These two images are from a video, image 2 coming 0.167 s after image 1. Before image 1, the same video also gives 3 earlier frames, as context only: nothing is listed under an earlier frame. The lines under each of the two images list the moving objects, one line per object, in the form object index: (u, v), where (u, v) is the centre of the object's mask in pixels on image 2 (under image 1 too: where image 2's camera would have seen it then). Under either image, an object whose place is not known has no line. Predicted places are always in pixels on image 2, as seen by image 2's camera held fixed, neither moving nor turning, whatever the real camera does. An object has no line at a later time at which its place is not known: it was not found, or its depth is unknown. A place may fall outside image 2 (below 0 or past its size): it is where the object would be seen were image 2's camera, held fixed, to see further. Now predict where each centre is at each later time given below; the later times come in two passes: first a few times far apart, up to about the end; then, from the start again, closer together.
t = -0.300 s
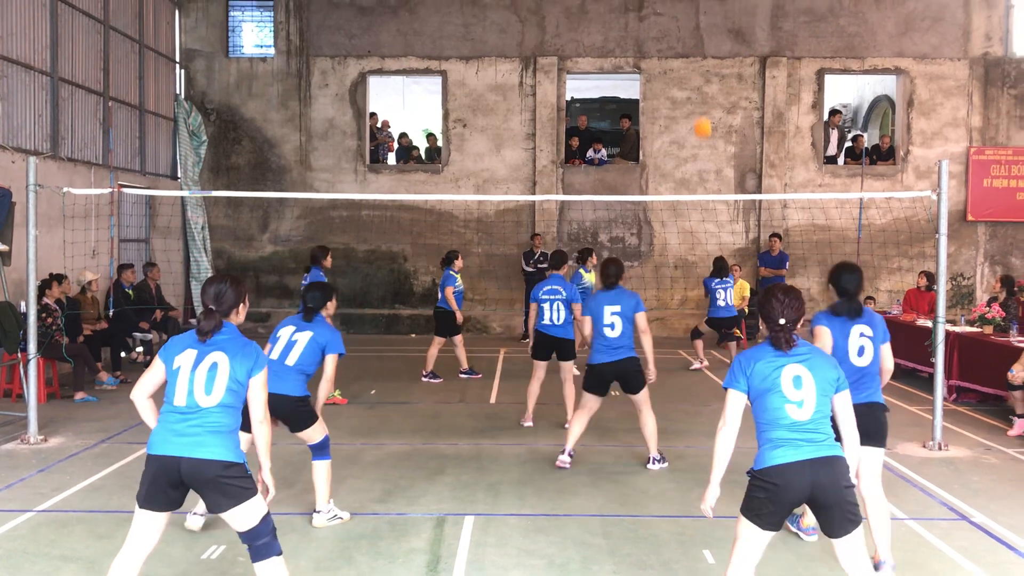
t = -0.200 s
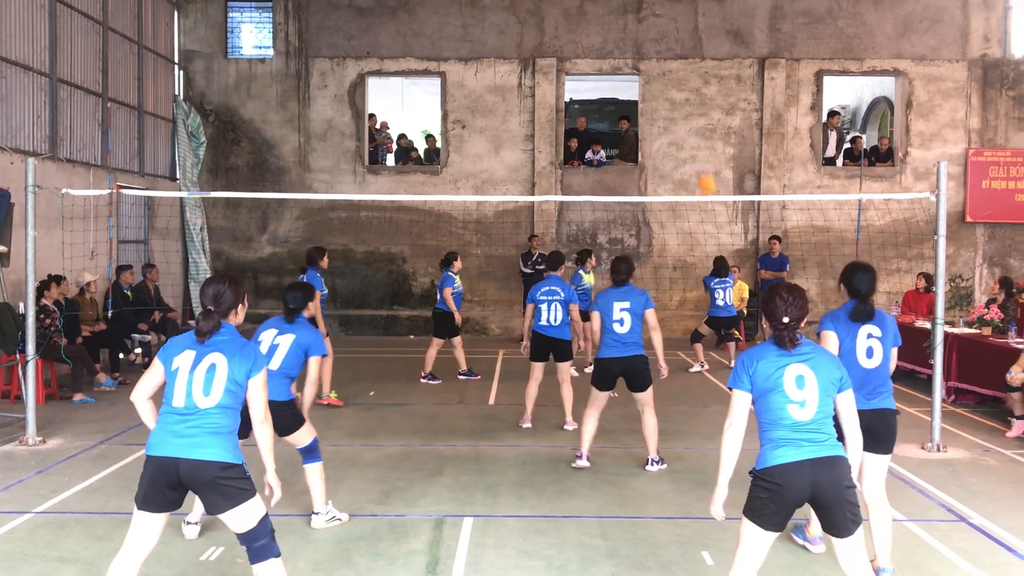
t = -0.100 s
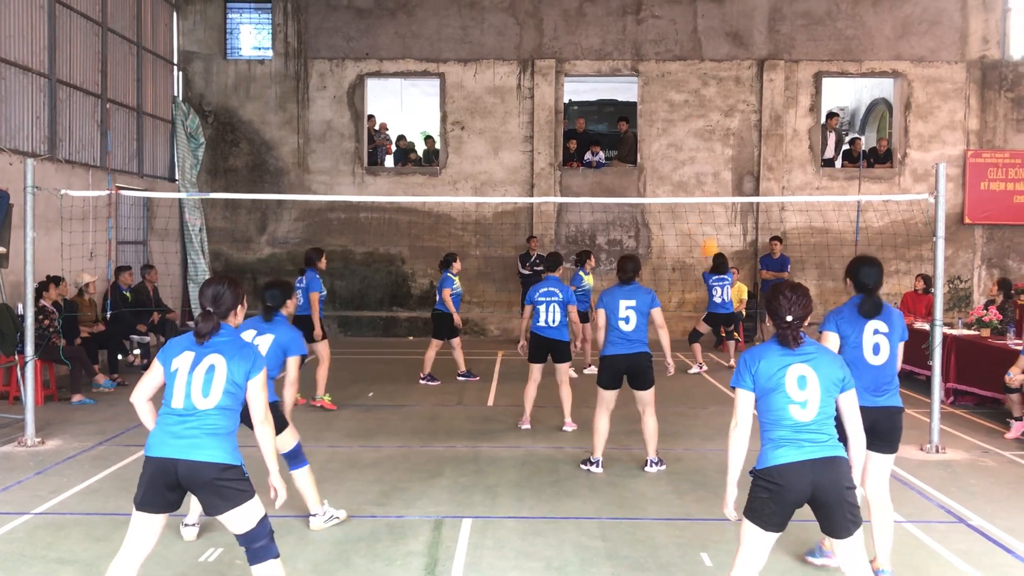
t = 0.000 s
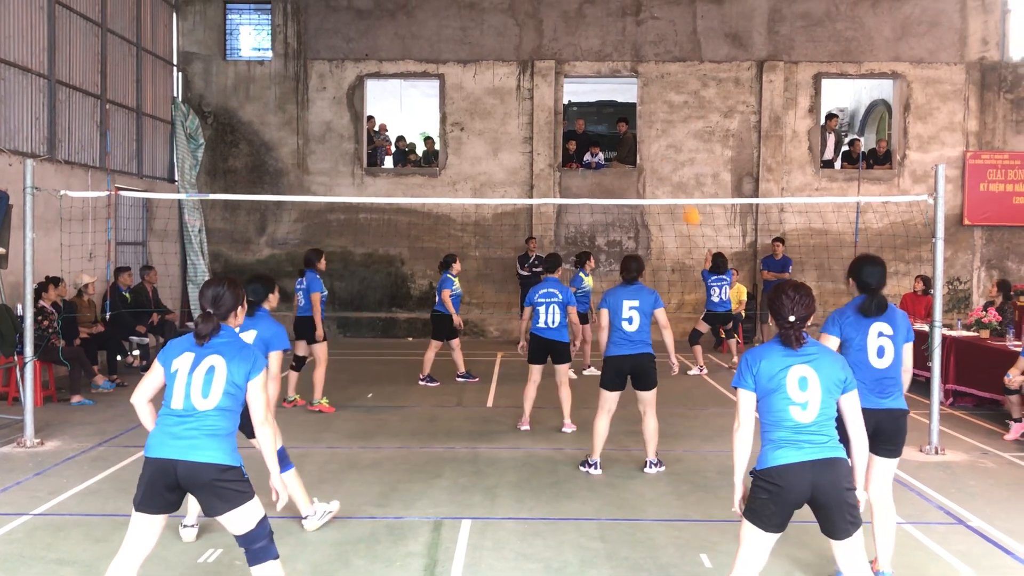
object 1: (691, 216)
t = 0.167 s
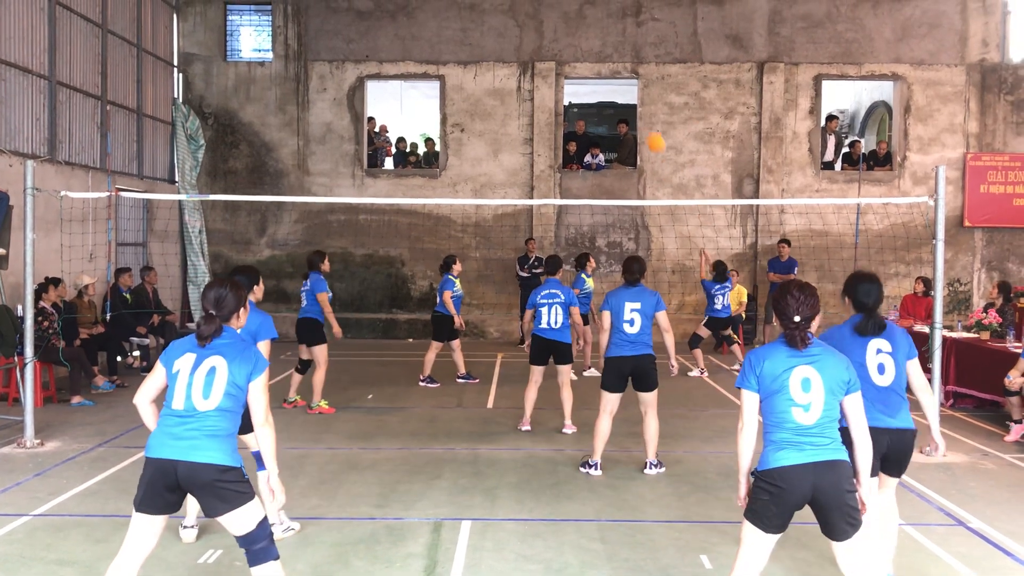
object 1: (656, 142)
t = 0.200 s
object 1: (648, 130)
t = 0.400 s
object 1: (606, 73)
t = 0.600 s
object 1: (565, 48)
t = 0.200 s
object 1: (648, 130)
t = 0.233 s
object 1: (642, 118)
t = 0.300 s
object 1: (627, 98)
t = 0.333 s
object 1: (620, 89)
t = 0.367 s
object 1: (613, 80)
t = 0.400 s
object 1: (606, 73)
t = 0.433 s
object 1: (600, 67)
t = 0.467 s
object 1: (592, 61)
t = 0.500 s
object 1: (585, 56)
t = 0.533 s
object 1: (579, 53)
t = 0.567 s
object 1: (571, 50)
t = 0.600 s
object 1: (565, 48)
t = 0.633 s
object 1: (558, 47)
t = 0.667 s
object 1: (551, 47)
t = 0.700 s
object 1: (543, 48)
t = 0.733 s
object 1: (536, 49)
